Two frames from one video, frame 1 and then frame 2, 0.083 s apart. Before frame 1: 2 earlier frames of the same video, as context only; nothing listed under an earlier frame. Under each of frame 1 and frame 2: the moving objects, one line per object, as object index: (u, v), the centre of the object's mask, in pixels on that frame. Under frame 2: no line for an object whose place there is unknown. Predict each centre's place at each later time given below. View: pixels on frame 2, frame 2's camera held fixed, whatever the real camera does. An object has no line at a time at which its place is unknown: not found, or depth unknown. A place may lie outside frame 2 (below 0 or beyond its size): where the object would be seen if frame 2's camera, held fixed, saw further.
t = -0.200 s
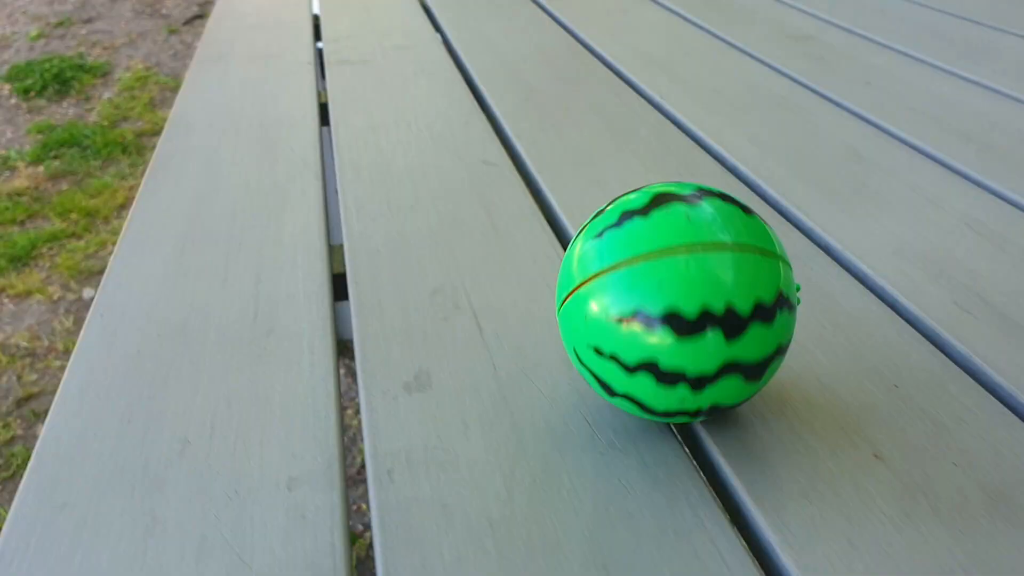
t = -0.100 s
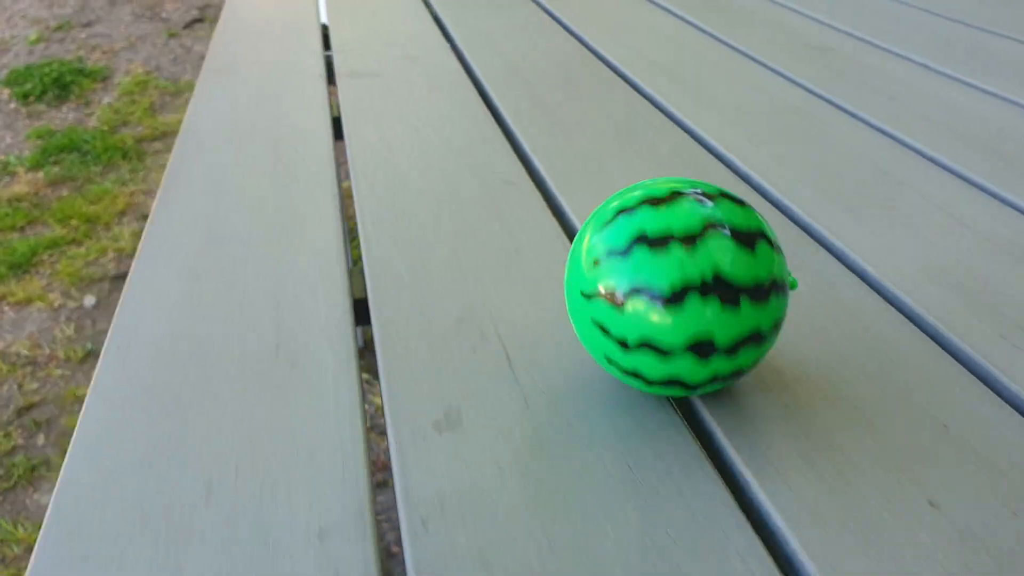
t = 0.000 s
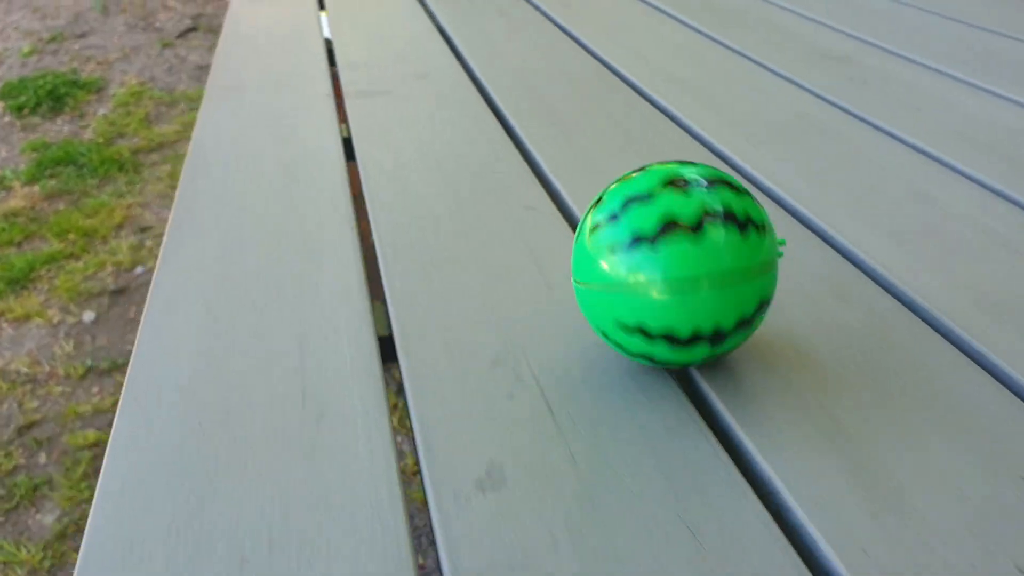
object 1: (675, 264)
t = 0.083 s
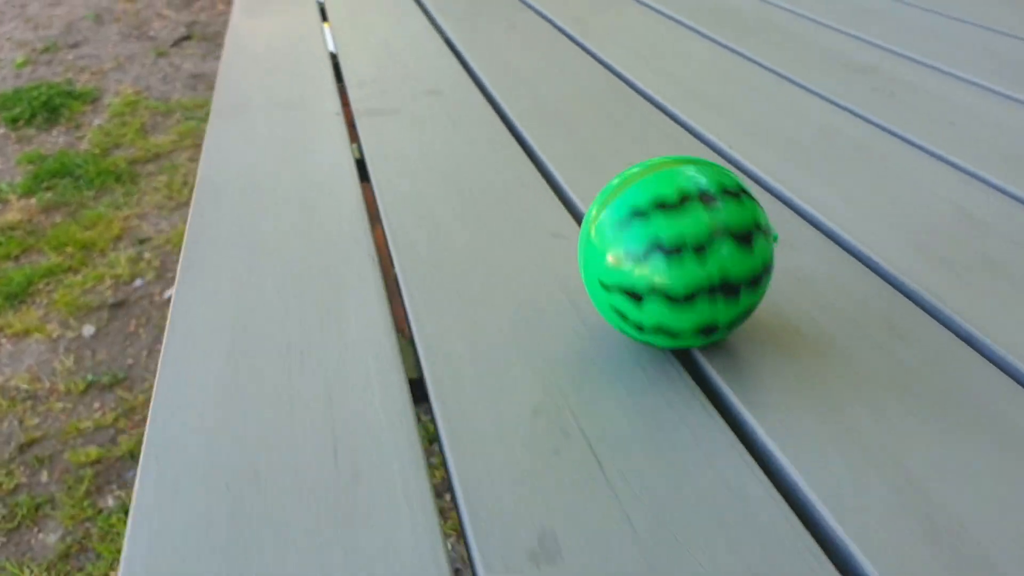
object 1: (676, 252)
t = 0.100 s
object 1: (671, 247)
